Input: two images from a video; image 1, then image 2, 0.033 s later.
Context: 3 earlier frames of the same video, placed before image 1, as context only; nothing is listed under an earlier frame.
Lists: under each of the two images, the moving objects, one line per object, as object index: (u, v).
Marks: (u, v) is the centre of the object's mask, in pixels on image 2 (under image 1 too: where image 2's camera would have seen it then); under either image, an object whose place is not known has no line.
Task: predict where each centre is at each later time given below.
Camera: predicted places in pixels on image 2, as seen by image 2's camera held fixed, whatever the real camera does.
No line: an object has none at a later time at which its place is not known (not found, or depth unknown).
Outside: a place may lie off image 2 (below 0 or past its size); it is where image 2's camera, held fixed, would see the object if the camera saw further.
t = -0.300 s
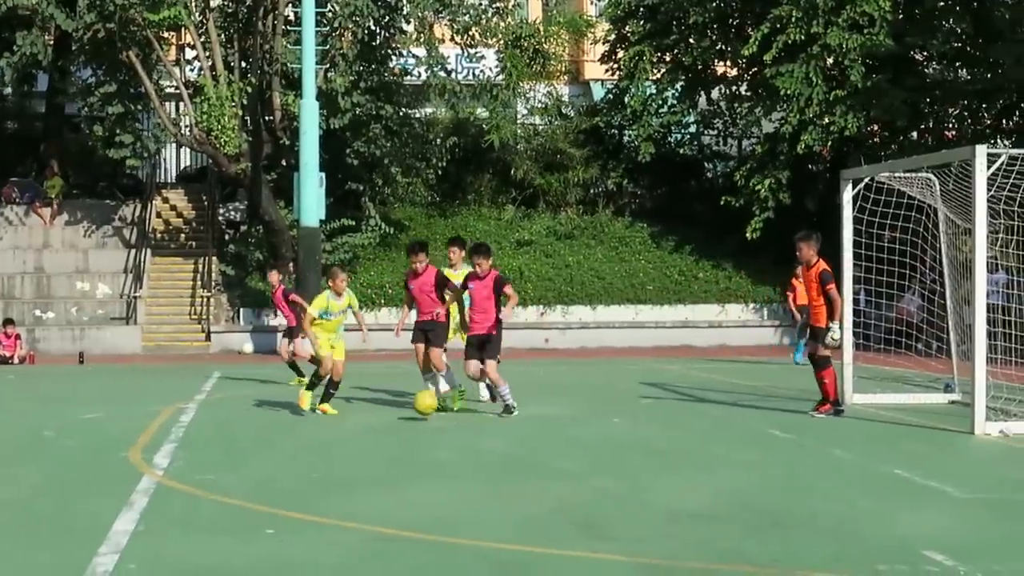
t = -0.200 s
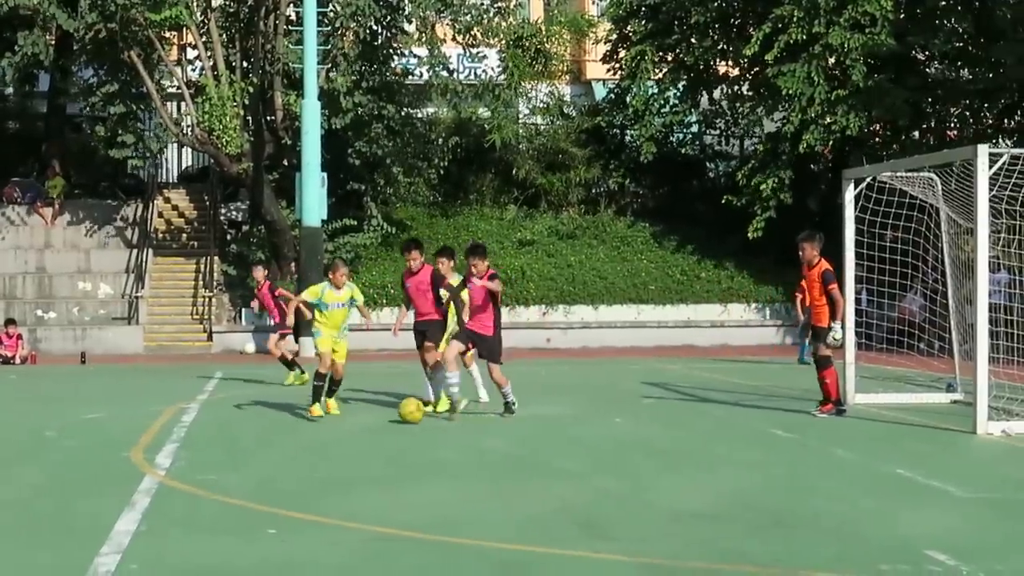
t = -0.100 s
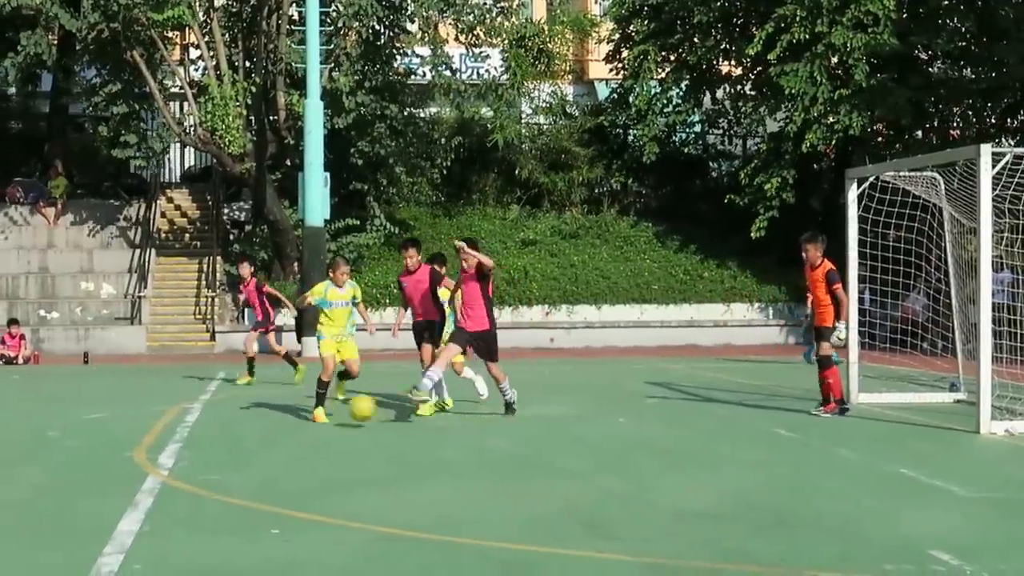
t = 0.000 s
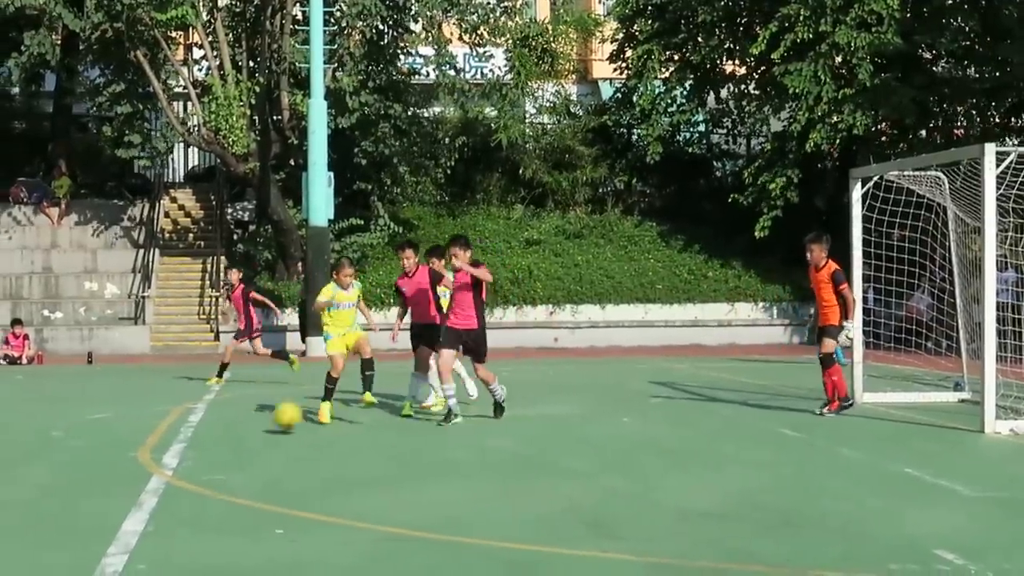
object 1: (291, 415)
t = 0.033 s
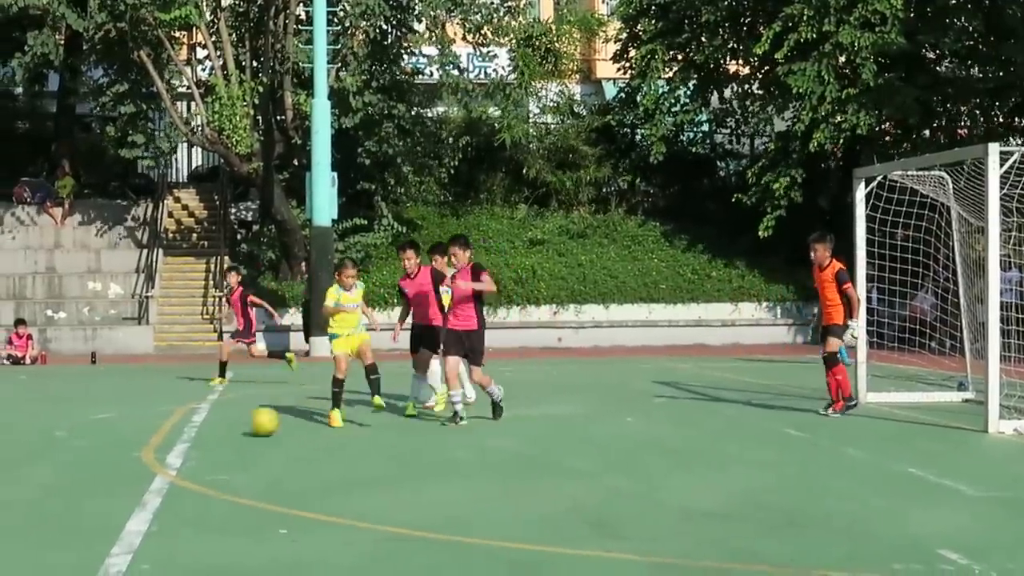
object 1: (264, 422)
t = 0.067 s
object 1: (238, 424)
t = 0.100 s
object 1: (216, 426)
